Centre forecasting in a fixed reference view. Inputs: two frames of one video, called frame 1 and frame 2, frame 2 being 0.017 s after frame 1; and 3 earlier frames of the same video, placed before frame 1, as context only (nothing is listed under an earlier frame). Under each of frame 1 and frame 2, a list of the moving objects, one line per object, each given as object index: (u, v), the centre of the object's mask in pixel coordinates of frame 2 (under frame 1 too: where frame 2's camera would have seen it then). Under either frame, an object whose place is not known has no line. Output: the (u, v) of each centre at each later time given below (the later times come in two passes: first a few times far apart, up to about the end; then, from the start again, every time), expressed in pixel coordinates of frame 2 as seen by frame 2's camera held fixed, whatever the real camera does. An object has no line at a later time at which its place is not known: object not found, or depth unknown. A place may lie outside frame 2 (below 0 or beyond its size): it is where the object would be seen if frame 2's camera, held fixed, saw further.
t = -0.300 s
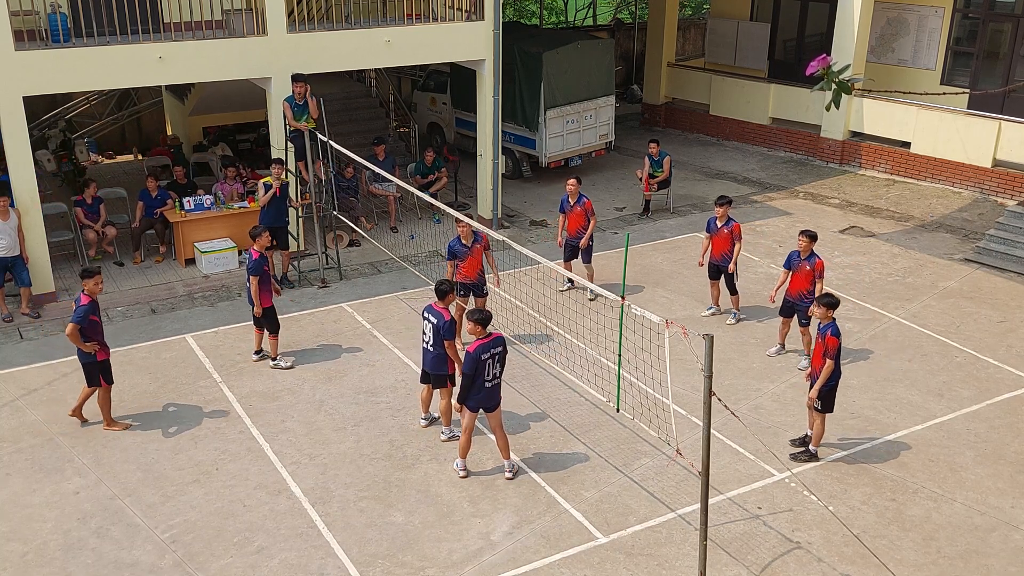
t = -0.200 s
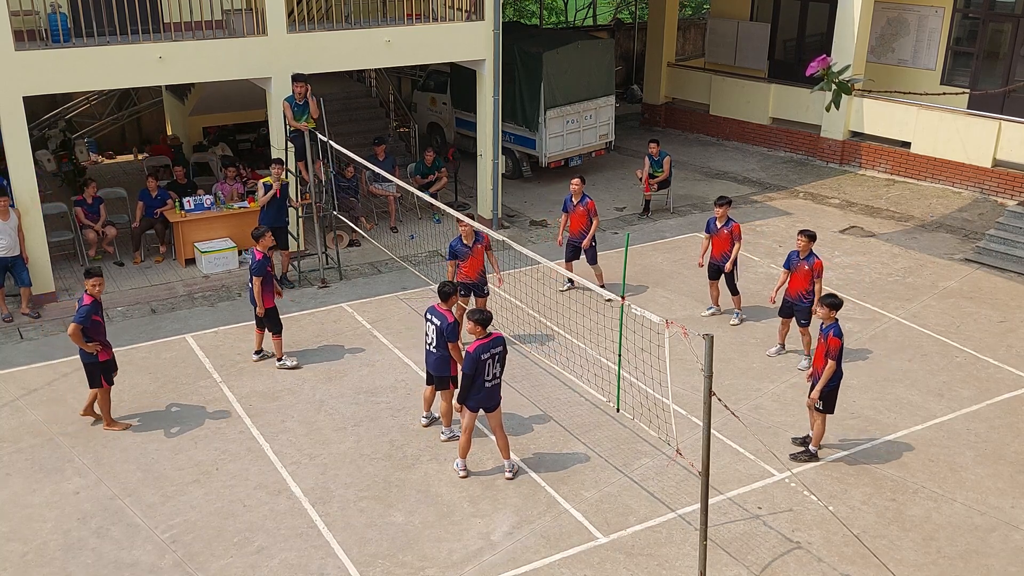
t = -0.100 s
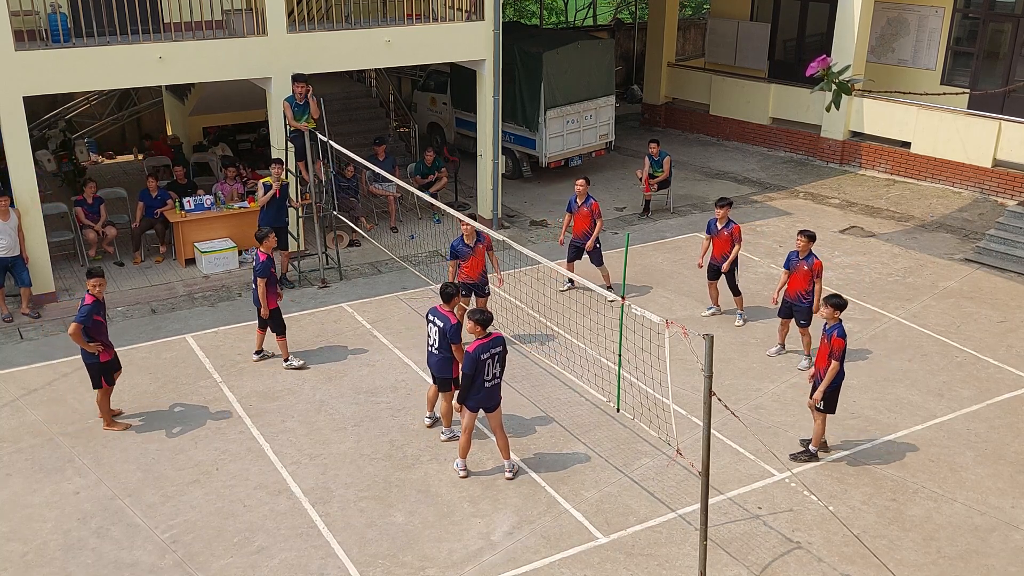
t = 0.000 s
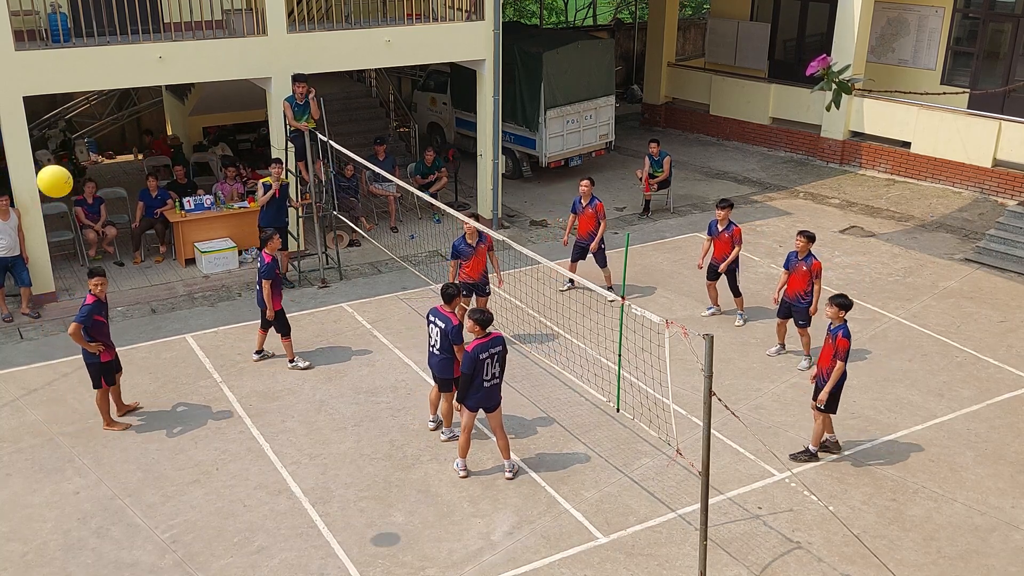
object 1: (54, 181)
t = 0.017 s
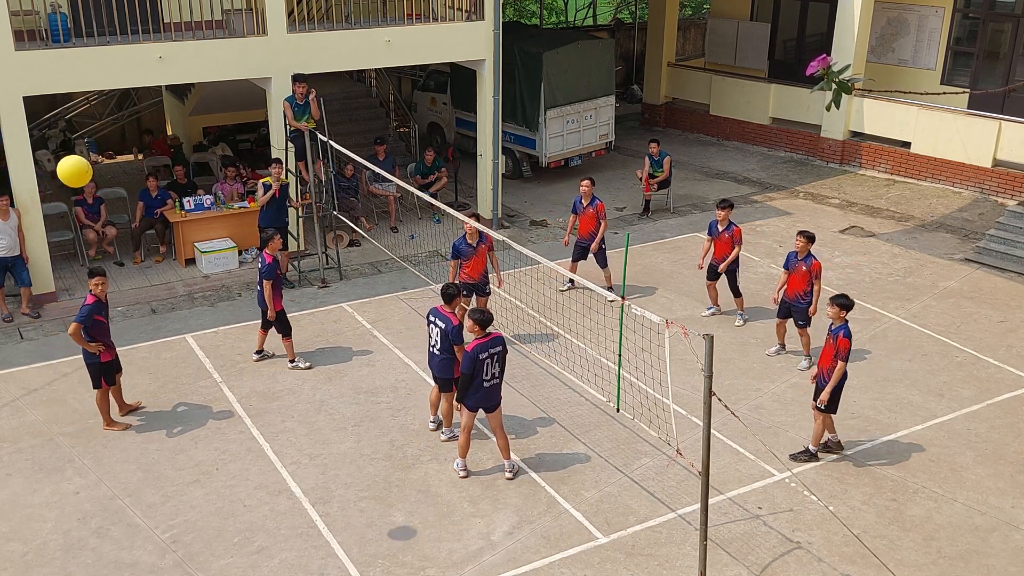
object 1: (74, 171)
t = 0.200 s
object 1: (264, 96)
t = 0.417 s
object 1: (435, 76)
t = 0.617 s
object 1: (553, 103)
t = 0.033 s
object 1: (93, 162)
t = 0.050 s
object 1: (112, 153)
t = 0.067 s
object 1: (131, 144)
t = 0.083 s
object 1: (149, 137)
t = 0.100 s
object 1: (166, 129)
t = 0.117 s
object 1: (183, 122)
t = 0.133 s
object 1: (200, 116)
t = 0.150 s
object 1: (217, 110)
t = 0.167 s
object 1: (233, 105)
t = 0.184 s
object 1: (249, 100)
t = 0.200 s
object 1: (264, 96)
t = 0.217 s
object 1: (279, 92)
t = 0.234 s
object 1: (294, 88)
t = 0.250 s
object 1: (308, 85)
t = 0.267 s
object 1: (322, 83)
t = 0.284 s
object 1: (336, 80)
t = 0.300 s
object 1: (349, 78)
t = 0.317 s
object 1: (362, 77)
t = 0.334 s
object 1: (375, 76)
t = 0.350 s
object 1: (387, 75)
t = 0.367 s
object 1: (400, 75)
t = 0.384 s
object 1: (412, 75)
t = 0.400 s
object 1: (423, 75)
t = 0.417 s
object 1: (435, 76)
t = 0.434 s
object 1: (446, 76)
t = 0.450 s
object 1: (457, 78)
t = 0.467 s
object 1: (467, 79)
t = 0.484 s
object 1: (478, 81)
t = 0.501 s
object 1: (488, 83)
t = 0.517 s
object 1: (498, 85)
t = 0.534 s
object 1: (508, 88)
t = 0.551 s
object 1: (517, 91)
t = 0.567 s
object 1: (527, 94)
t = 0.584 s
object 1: (536, 97)
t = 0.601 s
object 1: (545, 100)
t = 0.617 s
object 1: (553, 103)
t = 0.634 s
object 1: (561, 107)
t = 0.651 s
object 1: (570, 111)
